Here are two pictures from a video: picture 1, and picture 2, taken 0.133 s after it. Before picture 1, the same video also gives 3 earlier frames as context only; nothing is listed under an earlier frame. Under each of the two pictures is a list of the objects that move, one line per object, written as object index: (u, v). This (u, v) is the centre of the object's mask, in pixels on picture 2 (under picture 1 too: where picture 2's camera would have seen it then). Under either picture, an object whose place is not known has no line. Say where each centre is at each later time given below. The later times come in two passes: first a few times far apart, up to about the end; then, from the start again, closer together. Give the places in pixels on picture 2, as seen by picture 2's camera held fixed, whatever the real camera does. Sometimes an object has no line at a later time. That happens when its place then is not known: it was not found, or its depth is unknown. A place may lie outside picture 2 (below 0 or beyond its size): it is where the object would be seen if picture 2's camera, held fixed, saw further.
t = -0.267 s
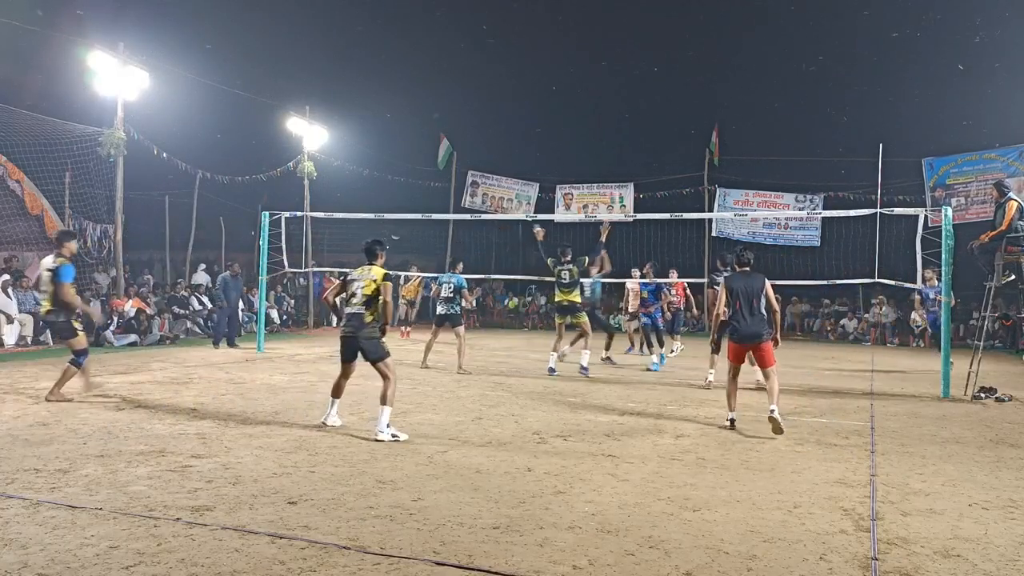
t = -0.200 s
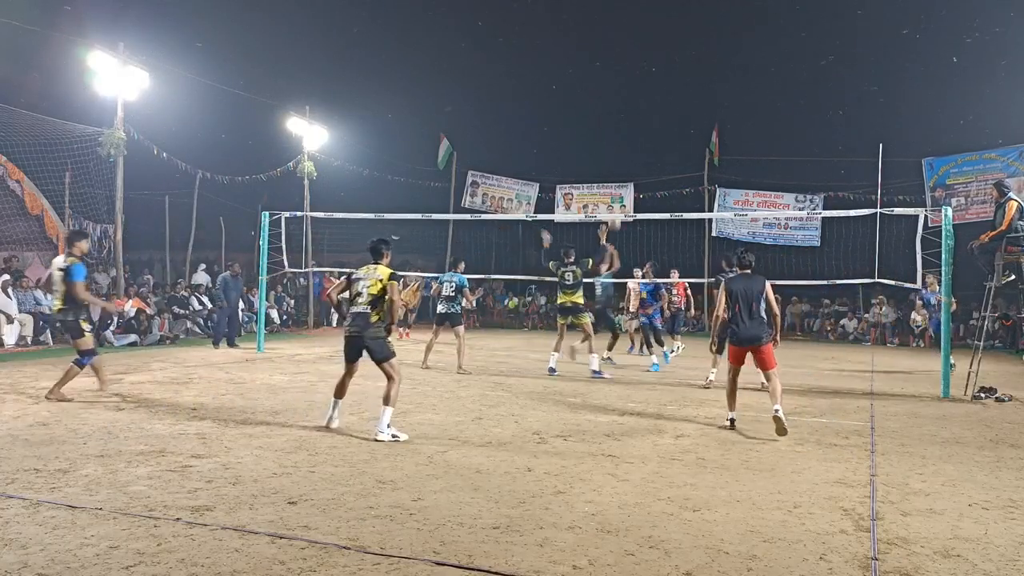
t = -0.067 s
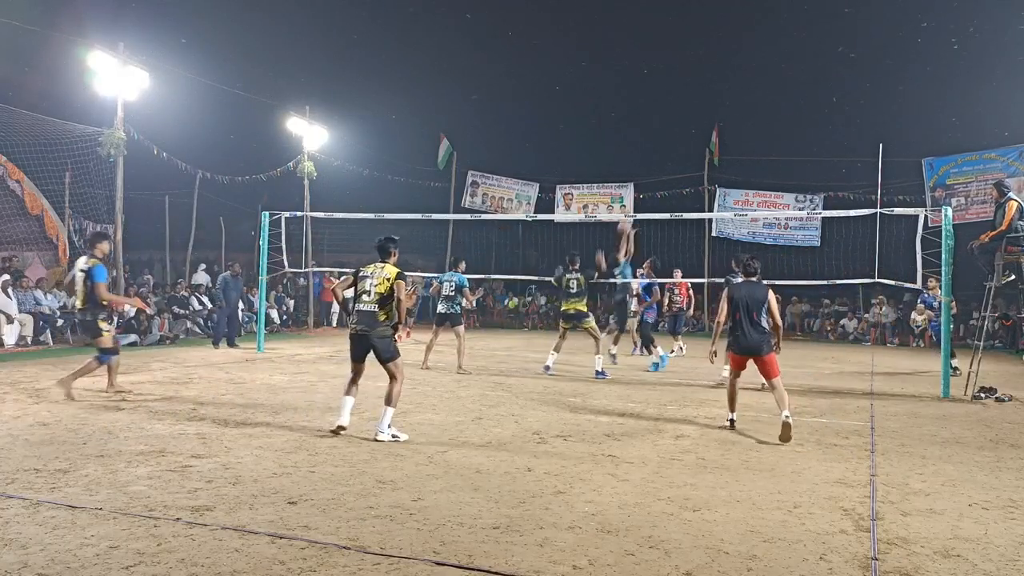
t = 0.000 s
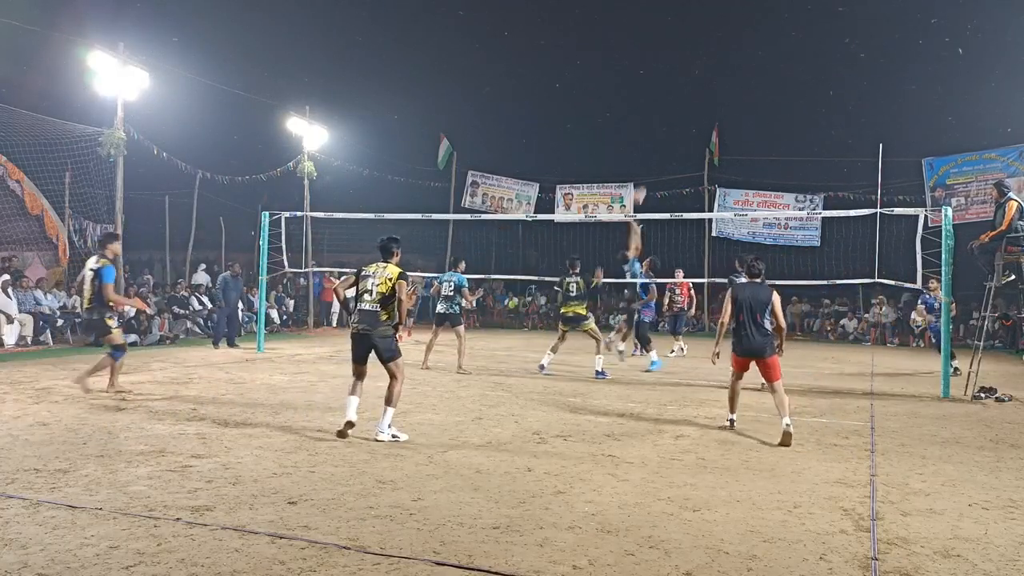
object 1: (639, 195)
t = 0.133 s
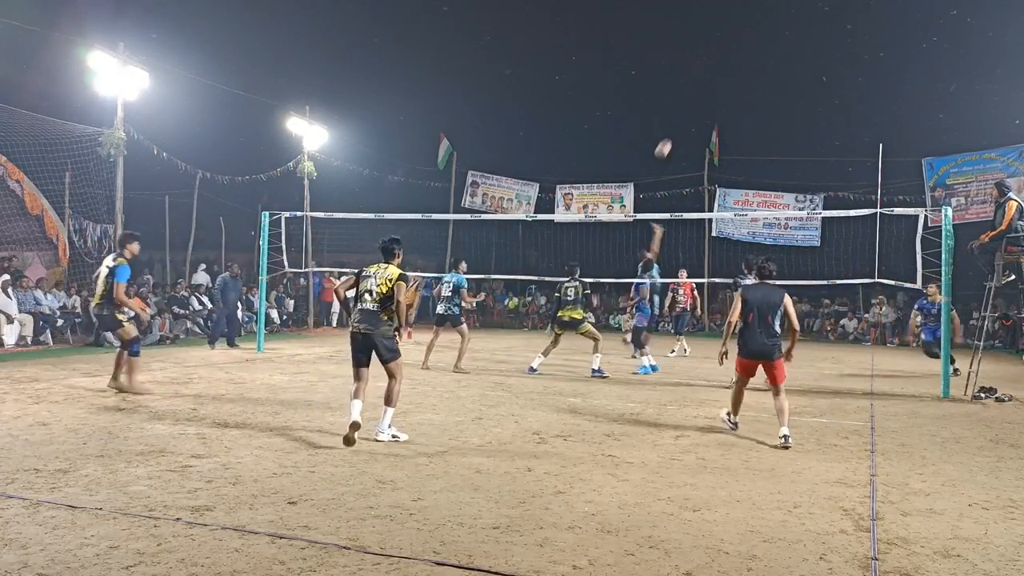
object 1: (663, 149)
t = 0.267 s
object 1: (689, 112)
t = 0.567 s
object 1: (745, 68)
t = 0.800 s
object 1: (787, 71)
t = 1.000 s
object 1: (824, 102)
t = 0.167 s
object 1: (669, 139)
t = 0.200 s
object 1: (676, 129)
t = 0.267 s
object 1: (689, 112)
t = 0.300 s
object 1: (695, 105)
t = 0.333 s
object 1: (701, 98)
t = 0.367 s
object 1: (707, 92)
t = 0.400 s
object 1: (713, 86)
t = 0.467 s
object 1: (726, 77)
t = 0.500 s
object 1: (732, 73)
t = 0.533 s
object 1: (738, 70)
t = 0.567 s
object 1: (745, 68)
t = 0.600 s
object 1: (751, 66)
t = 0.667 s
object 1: (763, 65)
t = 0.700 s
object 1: (769, 66)
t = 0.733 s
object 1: (776, 67)
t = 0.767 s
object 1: (781, 69)
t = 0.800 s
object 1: (787, 71)
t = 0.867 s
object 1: (800, 79)
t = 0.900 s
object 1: (806, 84)
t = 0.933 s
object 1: (812, 89)
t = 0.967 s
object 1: (818, 95)
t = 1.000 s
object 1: (824, 102)
